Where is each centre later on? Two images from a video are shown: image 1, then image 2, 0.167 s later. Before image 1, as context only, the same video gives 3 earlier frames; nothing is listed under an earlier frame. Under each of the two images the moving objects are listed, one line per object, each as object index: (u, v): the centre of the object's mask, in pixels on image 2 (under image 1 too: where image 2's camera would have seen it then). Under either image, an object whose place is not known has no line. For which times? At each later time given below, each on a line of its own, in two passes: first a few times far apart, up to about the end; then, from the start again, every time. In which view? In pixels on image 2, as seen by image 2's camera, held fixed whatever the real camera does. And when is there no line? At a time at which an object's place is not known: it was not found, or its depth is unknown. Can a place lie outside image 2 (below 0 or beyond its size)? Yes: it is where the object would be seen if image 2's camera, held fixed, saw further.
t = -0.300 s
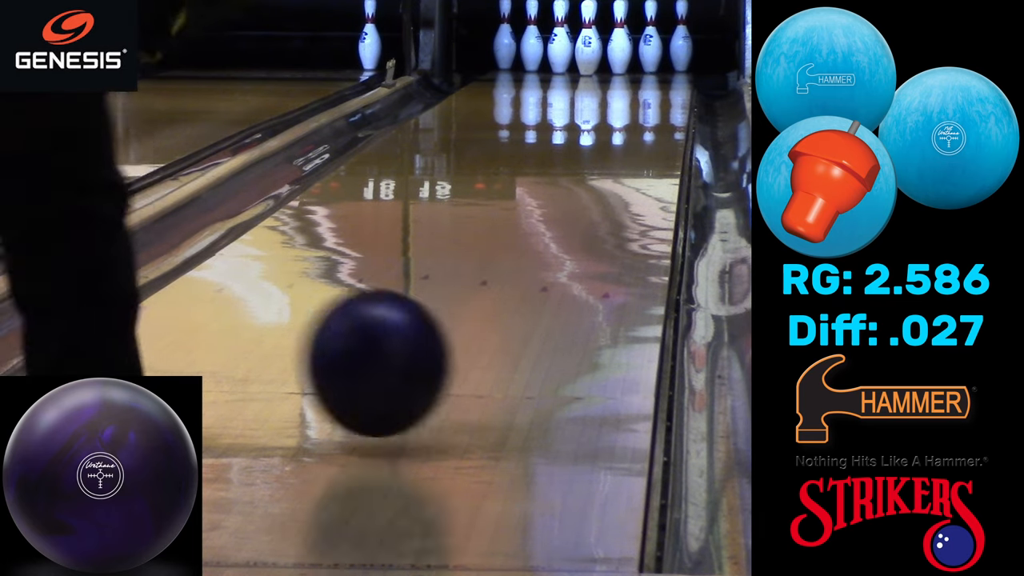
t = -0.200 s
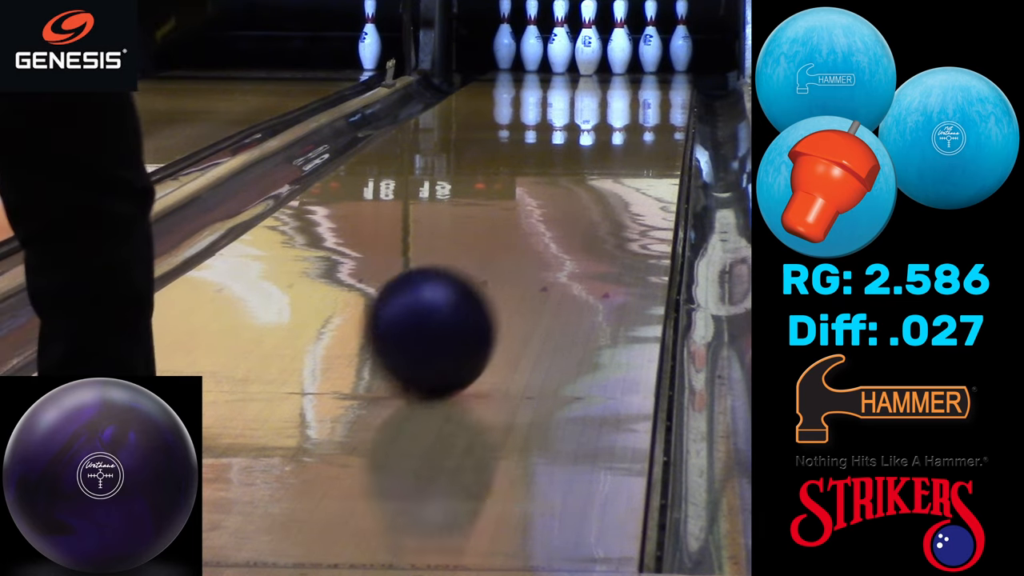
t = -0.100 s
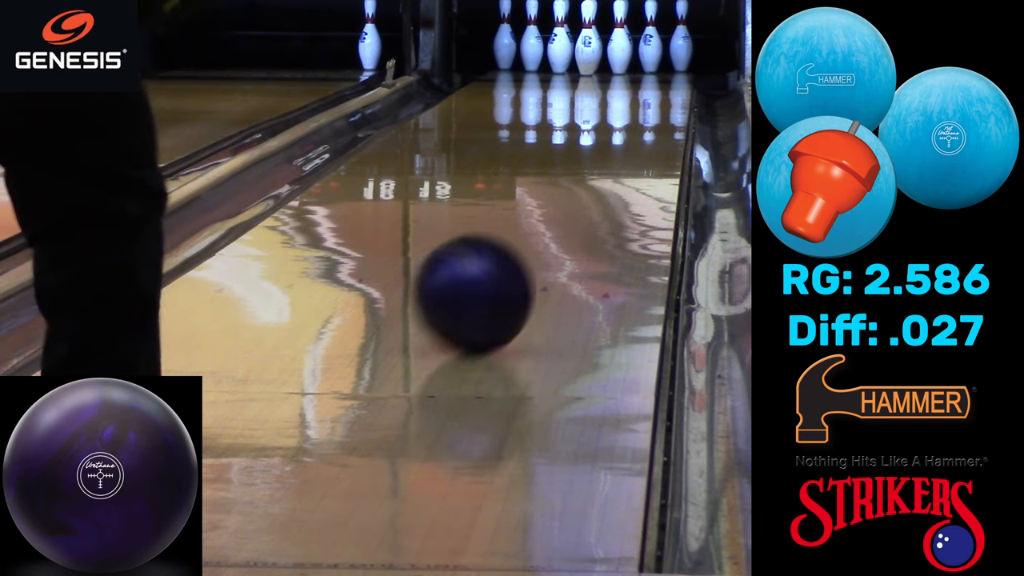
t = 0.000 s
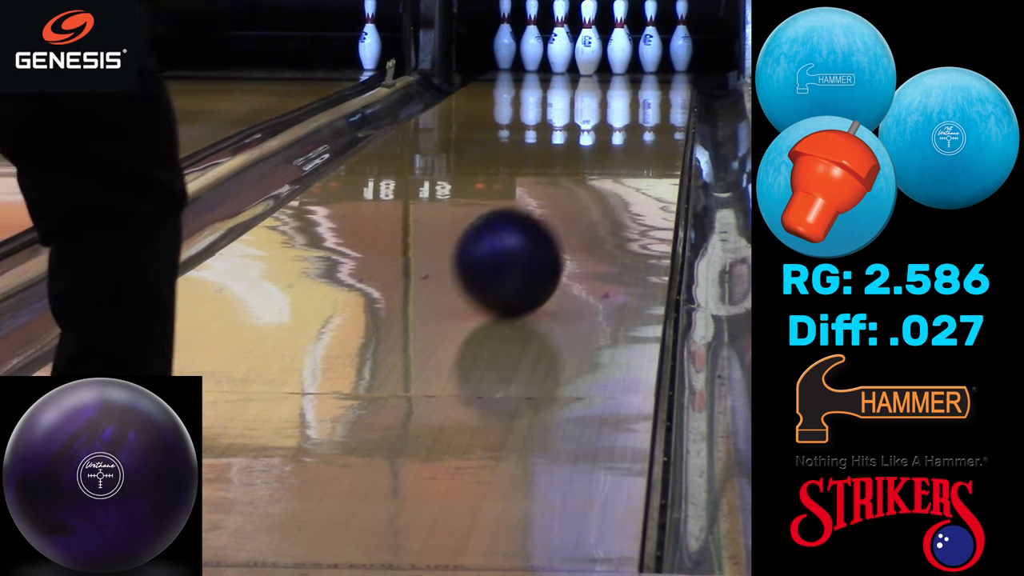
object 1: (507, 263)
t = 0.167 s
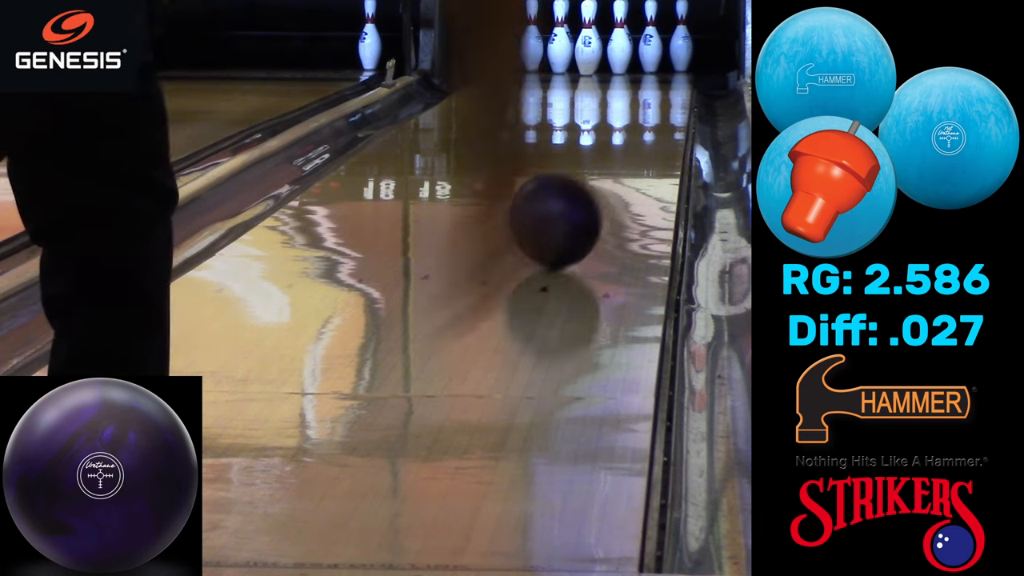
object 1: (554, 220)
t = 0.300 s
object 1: (581, 194)
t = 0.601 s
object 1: (623, 146)
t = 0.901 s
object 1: (645, 113)
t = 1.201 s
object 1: (649, 91)
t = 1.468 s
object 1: (637, 76)
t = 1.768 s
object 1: (609, 62)
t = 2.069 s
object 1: (584, 52)
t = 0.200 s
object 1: (561, 214)
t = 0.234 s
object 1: (568, 207)
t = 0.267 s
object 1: (575, 200)
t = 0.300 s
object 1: (581, 194)
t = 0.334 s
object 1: (587, 188)
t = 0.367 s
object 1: (592, 183)
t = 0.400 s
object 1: (597, 177)
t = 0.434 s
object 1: (602, 171)
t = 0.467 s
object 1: (607, 166)
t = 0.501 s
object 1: (611, 161)
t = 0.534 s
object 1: (615, 155)
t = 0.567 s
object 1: (619, 150)
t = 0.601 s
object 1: (623, 146)
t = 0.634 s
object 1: (626, 142)
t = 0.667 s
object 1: (629, 137)
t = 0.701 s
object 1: (632, 134)
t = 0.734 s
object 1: (635, 130)
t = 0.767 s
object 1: (637, 126)
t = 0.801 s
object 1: (640, 122)
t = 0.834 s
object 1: (642, 119)
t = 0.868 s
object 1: (644, 116)
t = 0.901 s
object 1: (645, 113)
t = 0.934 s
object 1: (647, 110)
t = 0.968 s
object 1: (648, 106)
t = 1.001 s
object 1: (649, 104)
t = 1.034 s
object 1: (650, 102)
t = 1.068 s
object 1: (650, 100)
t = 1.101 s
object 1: (650, 97)
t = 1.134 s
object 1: (650, 95)
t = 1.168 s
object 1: (650, 93)
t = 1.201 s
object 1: (649, 91)
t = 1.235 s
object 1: (648, 89)
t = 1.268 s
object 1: (648, 87)
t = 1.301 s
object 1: (646, 86)
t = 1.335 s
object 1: (645, 84)
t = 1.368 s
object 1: (644, 82)
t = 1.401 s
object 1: (642, 80)
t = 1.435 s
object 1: (640, 78)
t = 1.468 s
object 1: (637, 76)
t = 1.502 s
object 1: (635, 74)
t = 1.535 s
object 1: (633, 73)
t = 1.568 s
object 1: (630, 71)
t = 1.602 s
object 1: (627, 69)
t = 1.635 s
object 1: (624, 67)
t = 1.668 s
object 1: (621, 66)
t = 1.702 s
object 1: (617, 65)
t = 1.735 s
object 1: (613, 63)
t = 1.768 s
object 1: (609, 62)
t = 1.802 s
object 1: (606, 61)
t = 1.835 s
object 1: (602, 60)
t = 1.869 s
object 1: (597, 58)
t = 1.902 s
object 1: (593, 57)
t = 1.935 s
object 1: (589, 55)
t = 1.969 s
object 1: (585, 54)
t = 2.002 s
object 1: (583, 52)
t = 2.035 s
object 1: (584, 52)
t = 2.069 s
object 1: (584, 52)
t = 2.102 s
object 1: (585, 51)
